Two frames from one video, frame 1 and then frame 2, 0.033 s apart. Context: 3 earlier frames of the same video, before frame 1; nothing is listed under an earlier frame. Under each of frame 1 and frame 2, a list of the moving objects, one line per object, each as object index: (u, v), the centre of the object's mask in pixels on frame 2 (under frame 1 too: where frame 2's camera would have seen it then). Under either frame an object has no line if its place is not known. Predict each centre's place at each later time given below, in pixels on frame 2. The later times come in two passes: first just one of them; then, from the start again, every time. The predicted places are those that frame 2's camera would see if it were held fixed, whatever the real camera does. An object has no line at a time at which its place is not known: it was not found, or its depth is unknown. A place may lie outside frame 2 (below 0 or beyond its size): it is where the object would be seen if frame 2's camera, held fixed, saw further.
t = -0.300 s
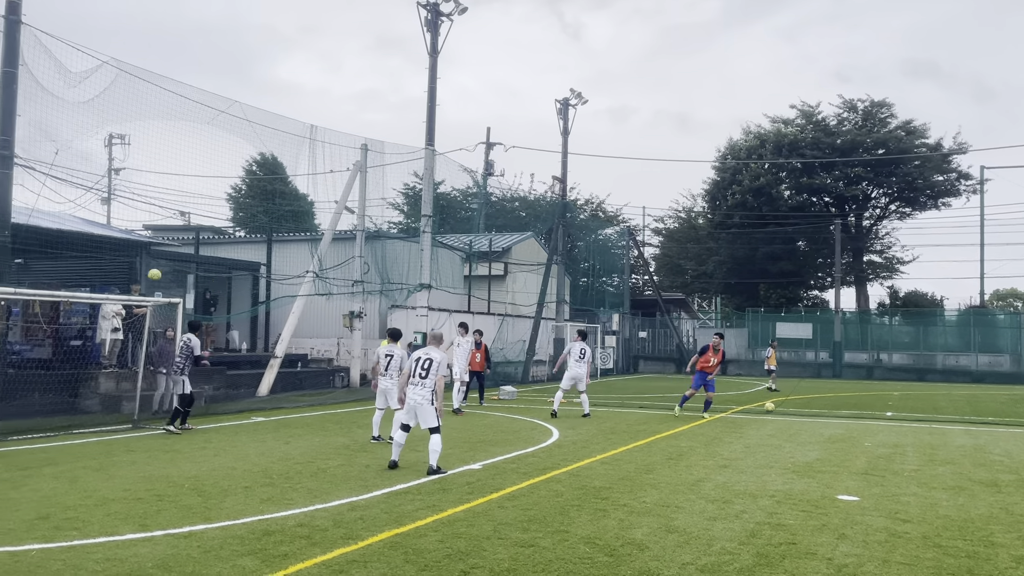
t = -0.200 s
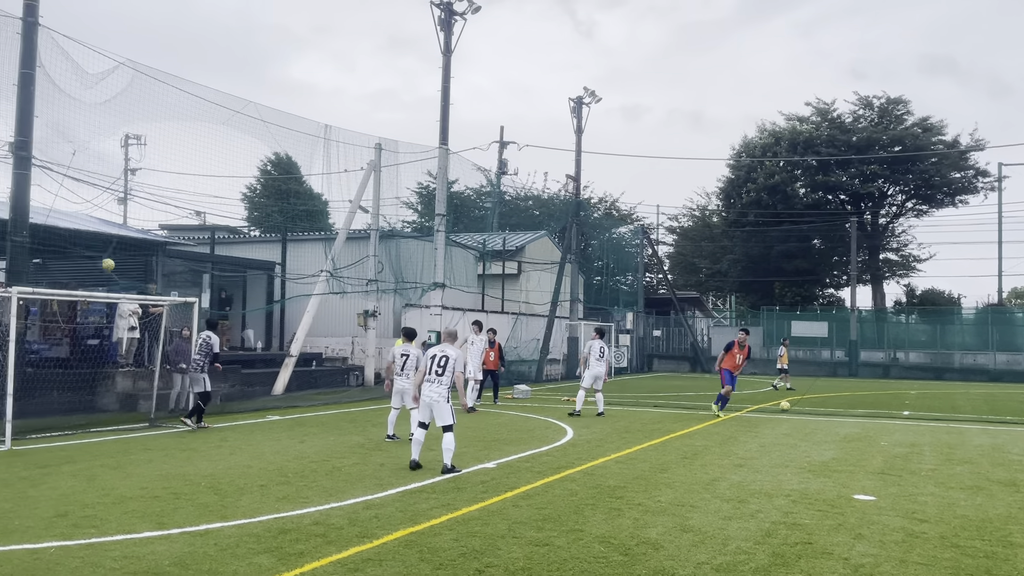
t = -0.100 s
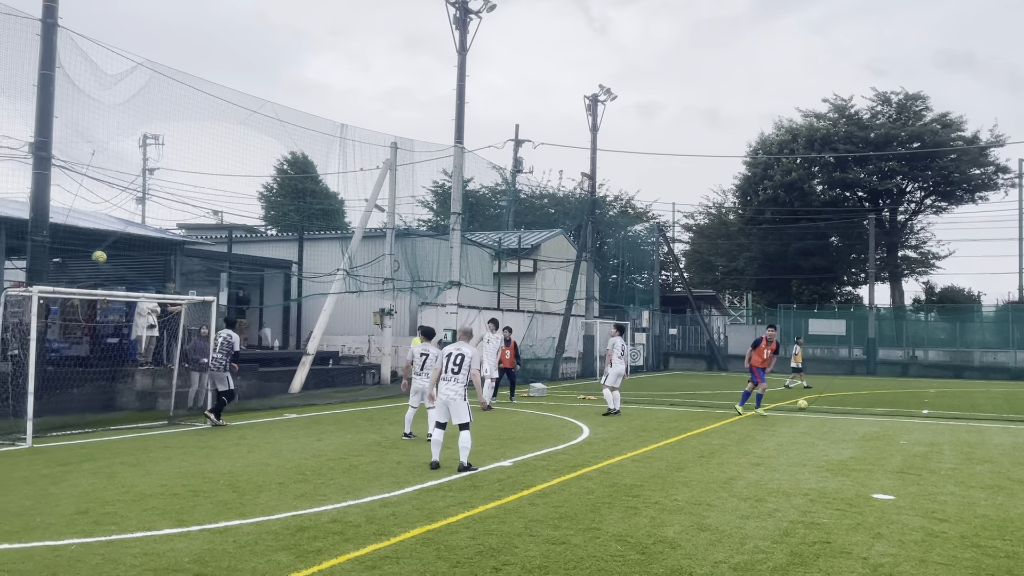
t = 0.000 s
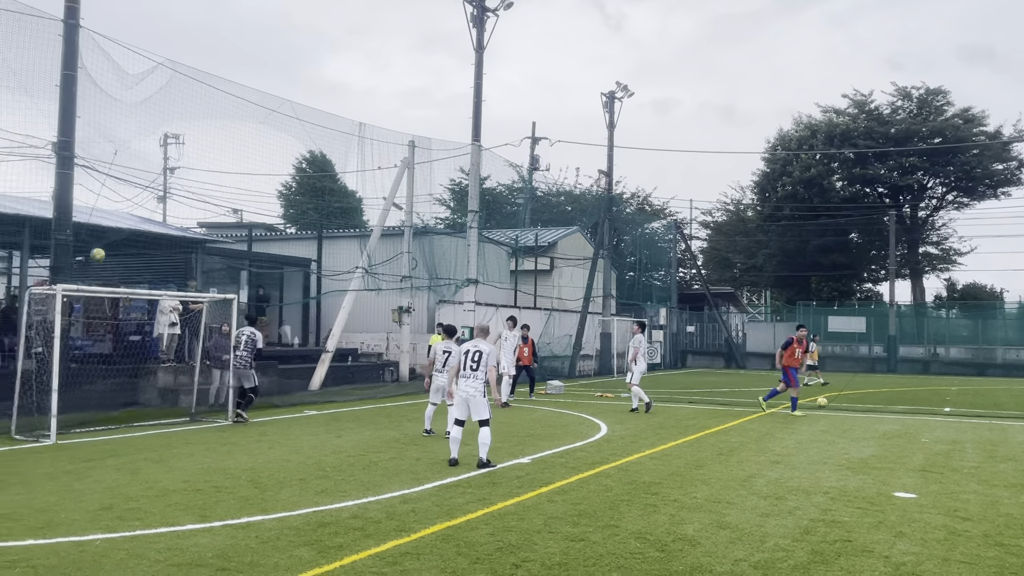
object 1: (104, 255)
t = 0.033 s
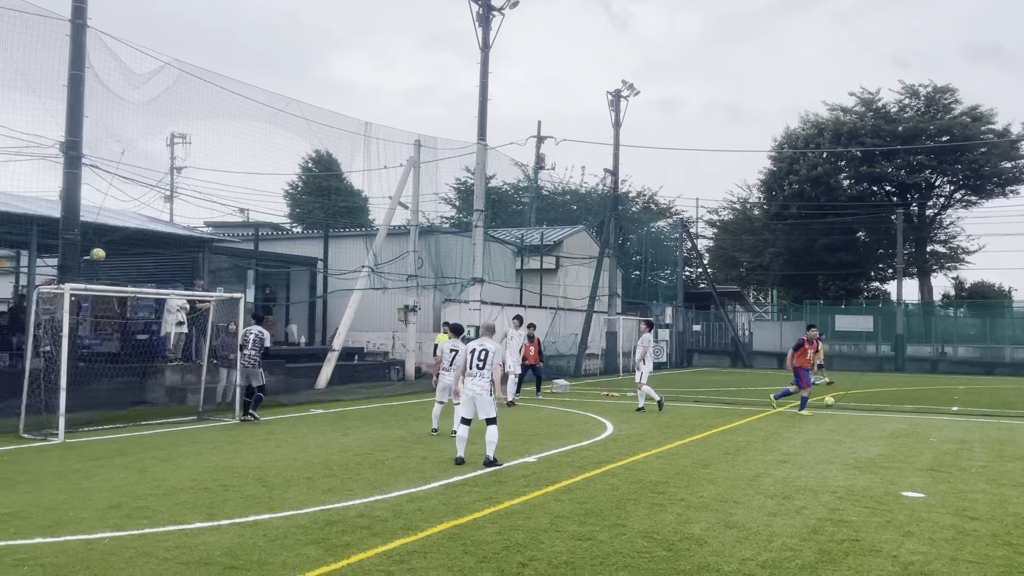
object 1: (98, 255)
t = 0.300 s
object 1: (35, 287)
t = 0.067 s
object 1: (90, 256)
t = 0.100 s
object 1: (83, 258)
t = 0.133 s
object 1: (76, 261)
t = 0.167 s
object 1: (68, 265)
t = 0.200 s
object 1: (61, 270)
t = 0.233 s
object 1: (53, 274)
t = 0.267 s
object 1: (45, 280)
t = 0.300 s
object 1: (35, 287)
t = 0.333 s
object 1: (27, 296)
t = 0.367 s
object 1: (18, 305)
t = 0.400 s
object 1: (9, 314)
